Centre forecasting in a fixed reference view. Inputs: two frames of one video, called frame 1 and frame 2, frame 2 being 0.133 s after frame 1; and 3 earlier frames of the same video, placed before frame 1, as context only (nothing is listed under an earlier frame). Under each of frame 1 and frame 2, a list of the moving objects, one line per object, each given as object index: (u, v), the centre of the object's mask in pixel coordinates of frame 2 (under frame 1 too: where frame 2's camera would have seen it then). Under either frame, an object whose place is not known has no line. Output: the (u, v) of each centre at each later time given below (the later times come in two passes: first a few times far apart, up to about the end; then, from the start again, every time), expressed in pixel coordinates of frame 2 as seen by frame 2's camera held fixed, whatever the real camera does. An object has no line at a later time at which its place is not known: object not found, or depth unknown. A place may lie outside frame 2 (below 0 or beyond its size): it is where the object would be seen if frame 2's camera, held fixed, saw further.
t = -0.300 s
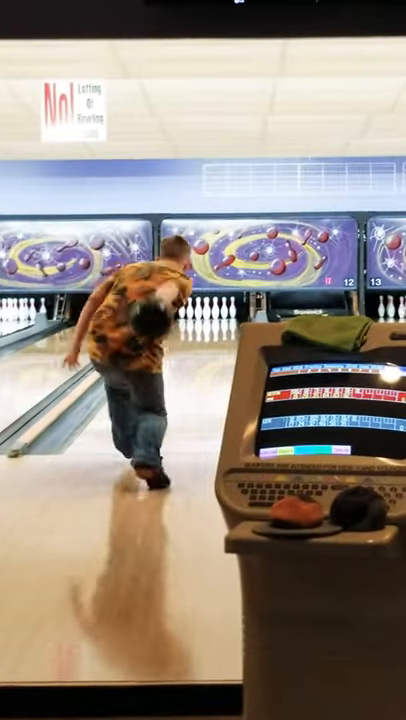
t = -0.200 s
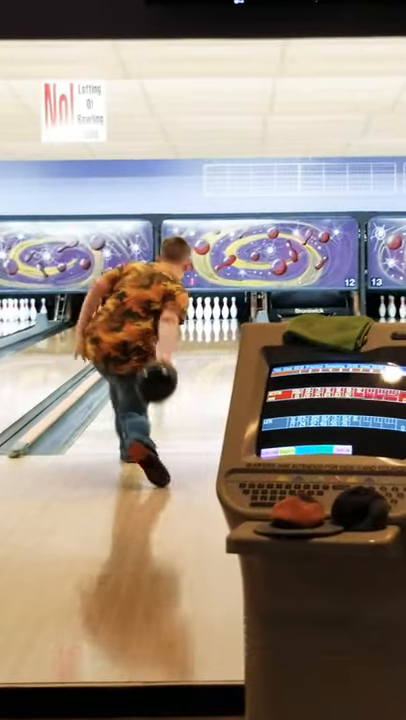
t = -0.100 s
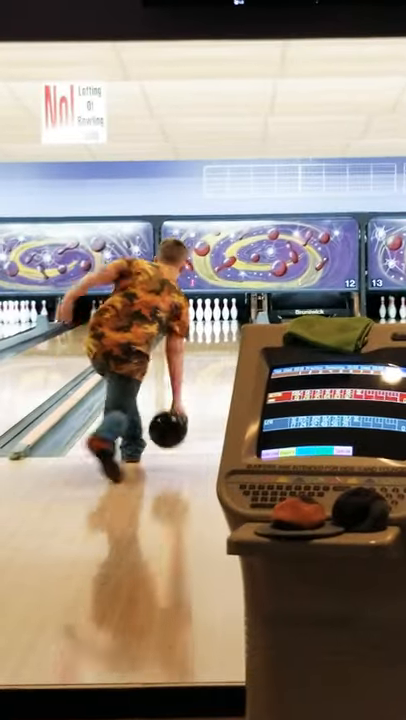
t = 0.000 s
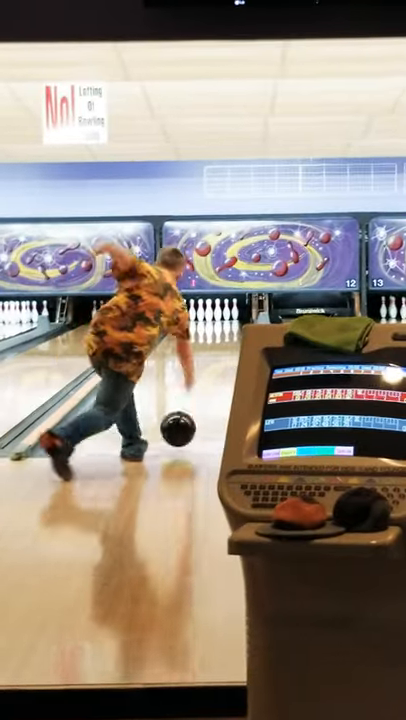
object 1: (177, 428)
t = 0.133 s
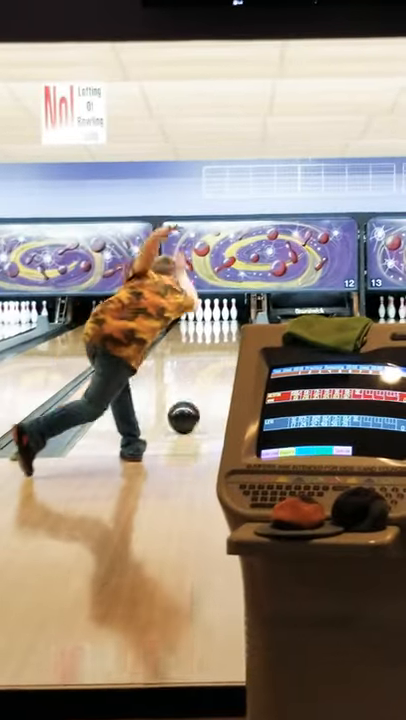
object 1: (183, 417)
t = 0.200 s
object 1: (186, 409)
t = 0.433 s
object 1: (194, 387)
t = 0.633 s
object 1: (199, 372)
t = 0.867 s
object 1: (204, 359)
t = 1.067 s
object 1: (207, 350)
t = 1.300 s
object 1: (209, 341)
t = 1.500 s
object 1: (212, 334)
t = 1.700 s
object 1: (213, 329)
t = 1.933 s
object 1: (214, 324)
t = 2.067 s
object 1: (214, 322)
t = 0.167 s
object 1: (185, 413)
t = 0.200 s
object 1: (186, 409)
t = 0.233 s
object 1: (188, 405)
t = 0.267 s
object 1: (189, 402)
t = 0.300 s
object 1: (190, 399)
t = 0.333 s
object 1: (191, 395)
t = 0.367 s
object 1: (192, 393)
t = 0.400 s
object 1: (194, 390)
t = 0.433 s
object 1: (194, 387)
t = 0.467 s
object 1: (195, 384)
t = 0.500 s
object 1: (196, 382)
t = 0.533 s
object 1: (197, 379)
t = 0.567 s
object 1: (198, 377)
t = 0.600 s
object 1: (199, 375)
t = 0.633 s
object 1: (199, 372)
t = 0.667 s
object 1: (200, 370)
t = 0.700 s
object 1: (200, 368)
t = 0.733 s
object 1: (201, 366)
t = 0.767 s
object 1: (202, 364)
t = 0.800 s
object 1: (202, 362)
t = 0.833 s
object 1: (203, 361)
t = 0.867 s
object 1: (204, 359)
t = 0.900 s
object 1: (205, 357)
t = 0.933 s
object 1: (205, 356)
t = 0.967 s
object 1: (206, 354)
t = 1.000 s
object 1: (206, 353)
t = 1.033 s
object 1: (207, 351)
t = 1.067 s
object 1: (207, 350)
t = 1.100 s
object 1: (207, 348)
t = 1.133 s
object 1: (208, 347)
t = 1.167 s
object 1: (208, 346)
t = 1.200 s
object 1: (209, 344)
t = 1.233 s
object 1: (209, 343)
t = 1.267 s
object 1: (209, 342)
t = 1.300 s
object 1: (209, 341)
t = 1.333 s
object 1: (210, 340)
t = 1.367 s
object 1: (211, 339)
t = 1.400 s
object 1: (211, 338)
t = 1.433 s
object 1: (211, 337)
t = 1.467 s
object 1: (212, 336)
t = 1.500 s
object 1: (212, 334)
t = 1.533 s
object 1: (212, 334)
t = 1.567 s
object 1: (212, 333)
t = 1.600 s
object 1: (213, 332)
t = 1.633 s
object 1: (213, 331)
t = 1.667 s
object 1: (213, 330)
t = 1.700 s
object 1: (213, 329)
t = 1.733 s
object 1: (213, 329)
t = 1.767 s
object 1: (213, 328)
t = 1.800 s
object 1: (213, 327)
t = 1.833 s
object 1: (214, 326)
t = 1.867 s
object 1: (214, 326)
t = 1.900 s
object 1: (214, 325)
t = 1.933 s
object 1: (214, 324)
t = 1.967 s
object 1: (213, 324)
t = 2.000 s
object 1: (213, 323)
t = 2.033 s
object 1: (213, 322)
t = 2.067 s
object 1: (214, 322)
